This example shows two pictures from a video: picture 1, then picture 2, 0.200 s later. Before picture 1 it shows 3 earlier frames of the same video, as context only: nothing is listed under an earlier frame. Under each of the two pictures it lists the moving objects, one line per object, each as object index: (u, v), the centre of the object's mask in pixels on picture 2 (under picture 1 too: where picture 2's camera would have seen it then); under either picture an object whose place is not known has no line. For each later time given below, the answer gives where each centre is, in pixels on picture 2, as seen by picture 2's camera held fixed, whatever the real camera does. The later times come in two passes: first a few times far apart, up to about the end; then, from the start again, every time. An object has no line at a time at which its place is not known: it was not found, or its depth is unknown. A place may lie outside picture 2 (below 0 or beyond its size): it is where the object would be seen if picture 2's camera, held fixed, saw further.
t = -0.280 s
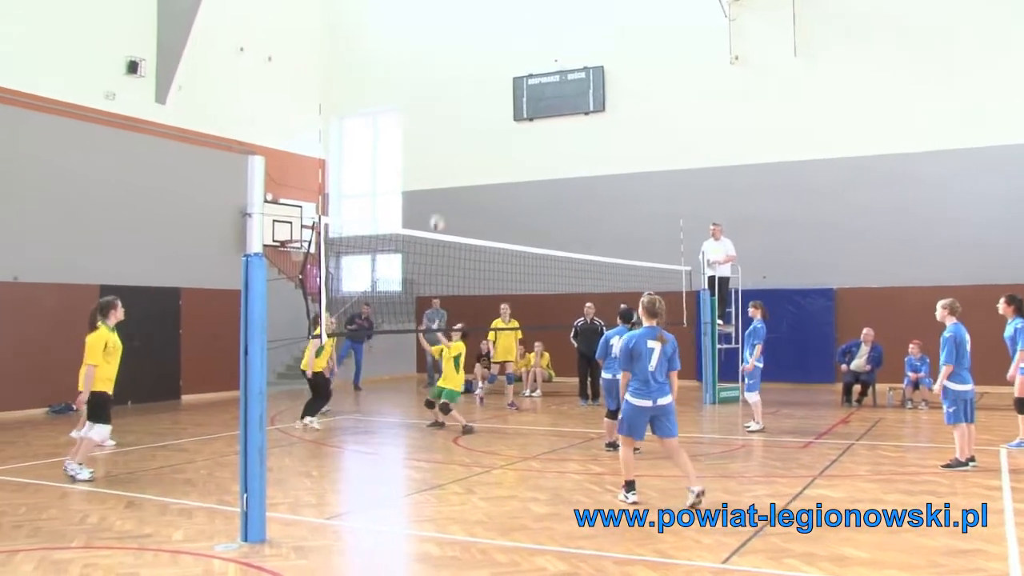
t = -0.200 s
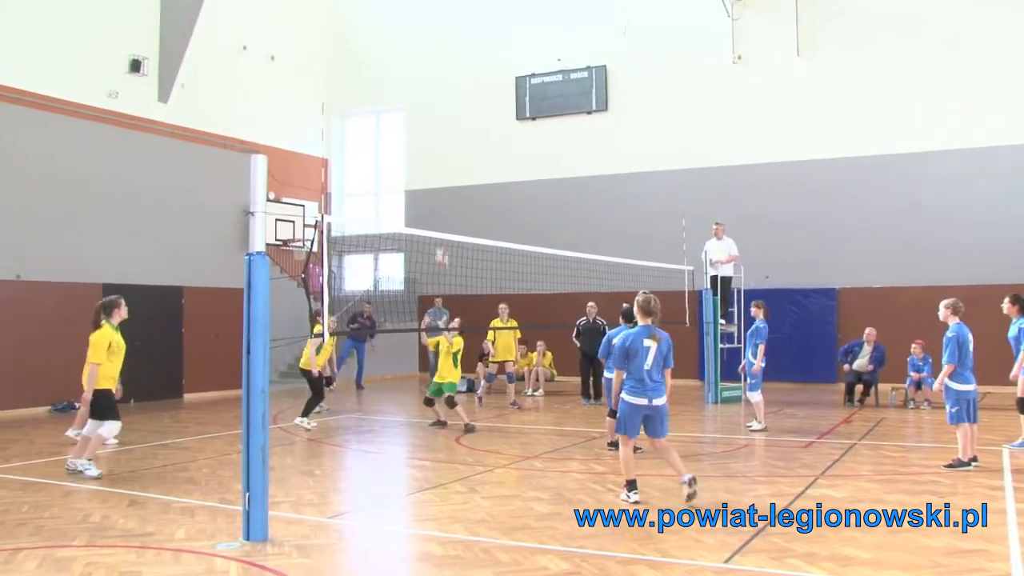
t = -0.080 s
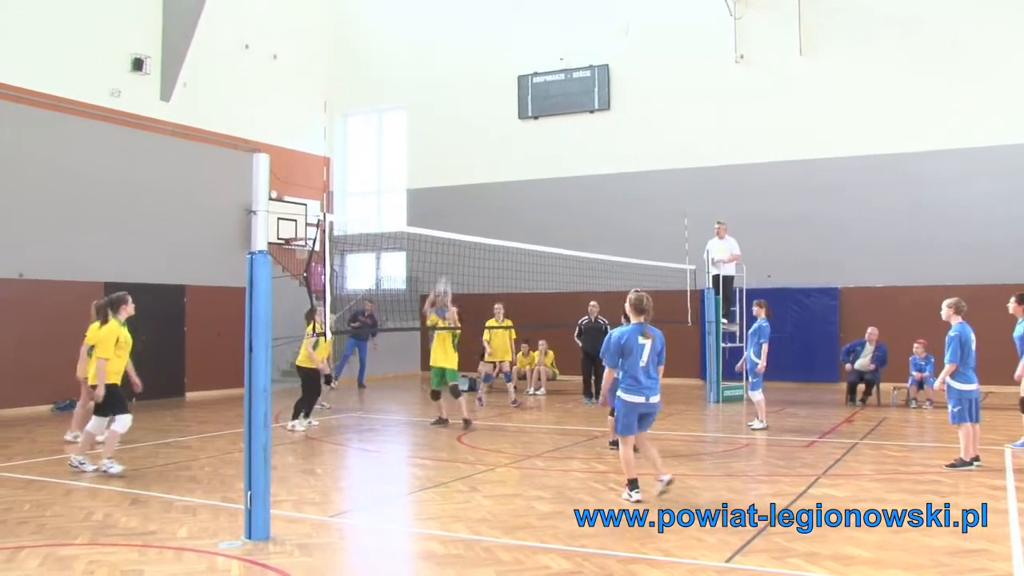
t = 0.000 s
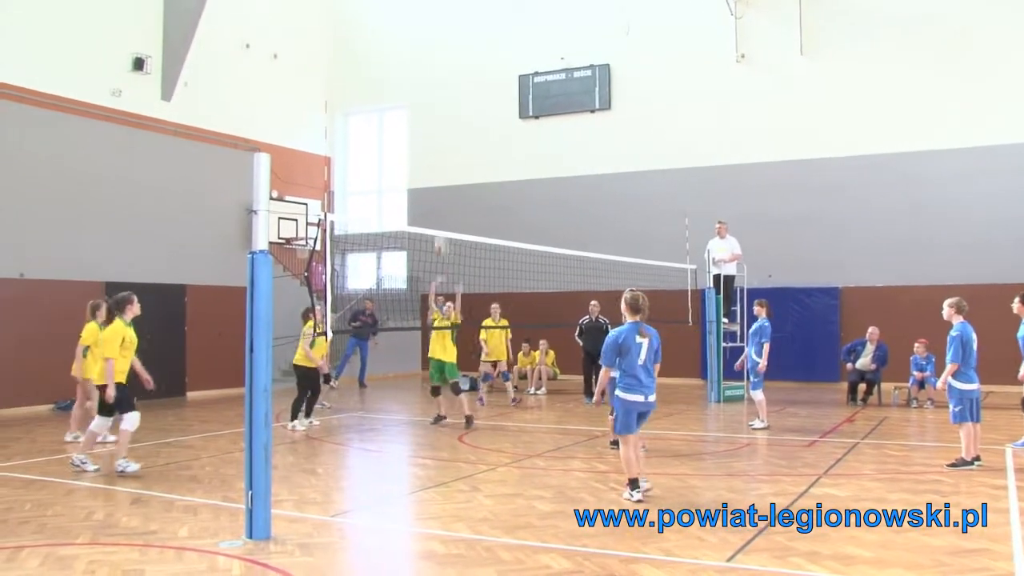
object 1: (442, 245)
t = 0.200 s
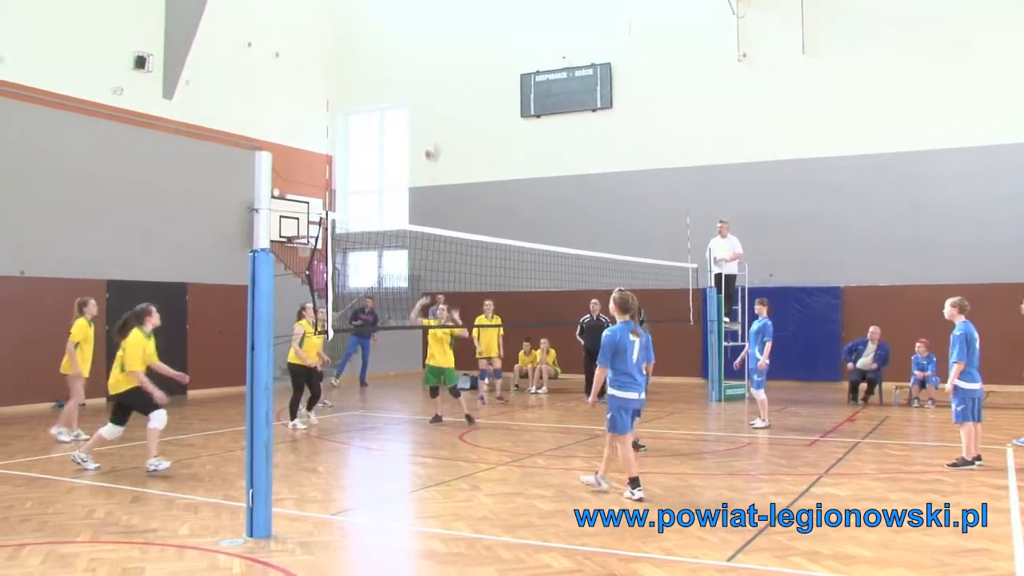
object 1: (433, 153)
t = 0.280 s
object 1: (428, 123)
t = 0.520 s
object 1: (412, 61)
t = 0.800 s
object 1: (391, 46)
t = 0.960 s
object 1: (379, 70)
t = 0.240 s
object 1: (430, 138)
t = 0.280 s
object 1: (428, 123)
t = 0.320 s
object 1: (425, 111)
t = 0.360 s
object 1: (422, 99)
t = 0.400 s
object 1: (420, 87)
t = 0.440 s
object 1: (418, 77)
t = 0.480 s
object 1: (415, 69)
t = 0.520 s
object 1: (412, 61)
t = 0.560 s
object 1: (410, 55)
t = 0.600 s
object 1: (406, 51)
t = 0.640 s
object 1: (403, 47)
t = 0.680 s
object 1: (399, 45)
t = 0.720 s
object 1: (398, 44)
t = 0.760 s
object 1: (395, 44)
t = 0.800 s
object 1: (391, 46)
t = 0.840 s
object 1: (388, 50)
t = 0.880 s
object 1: (386, 54)
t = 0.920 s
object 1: (384, 61)
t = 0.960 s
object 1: (379, 70)
